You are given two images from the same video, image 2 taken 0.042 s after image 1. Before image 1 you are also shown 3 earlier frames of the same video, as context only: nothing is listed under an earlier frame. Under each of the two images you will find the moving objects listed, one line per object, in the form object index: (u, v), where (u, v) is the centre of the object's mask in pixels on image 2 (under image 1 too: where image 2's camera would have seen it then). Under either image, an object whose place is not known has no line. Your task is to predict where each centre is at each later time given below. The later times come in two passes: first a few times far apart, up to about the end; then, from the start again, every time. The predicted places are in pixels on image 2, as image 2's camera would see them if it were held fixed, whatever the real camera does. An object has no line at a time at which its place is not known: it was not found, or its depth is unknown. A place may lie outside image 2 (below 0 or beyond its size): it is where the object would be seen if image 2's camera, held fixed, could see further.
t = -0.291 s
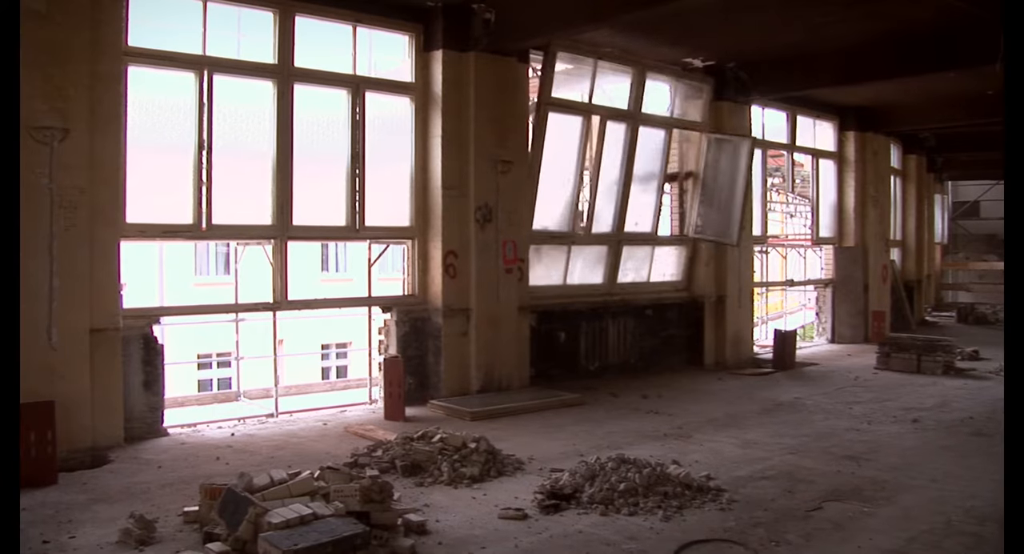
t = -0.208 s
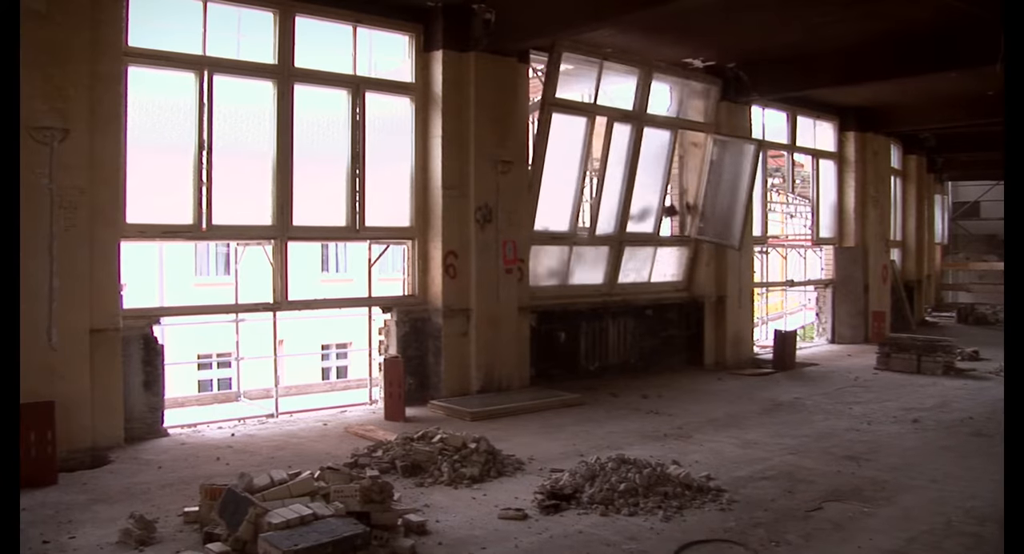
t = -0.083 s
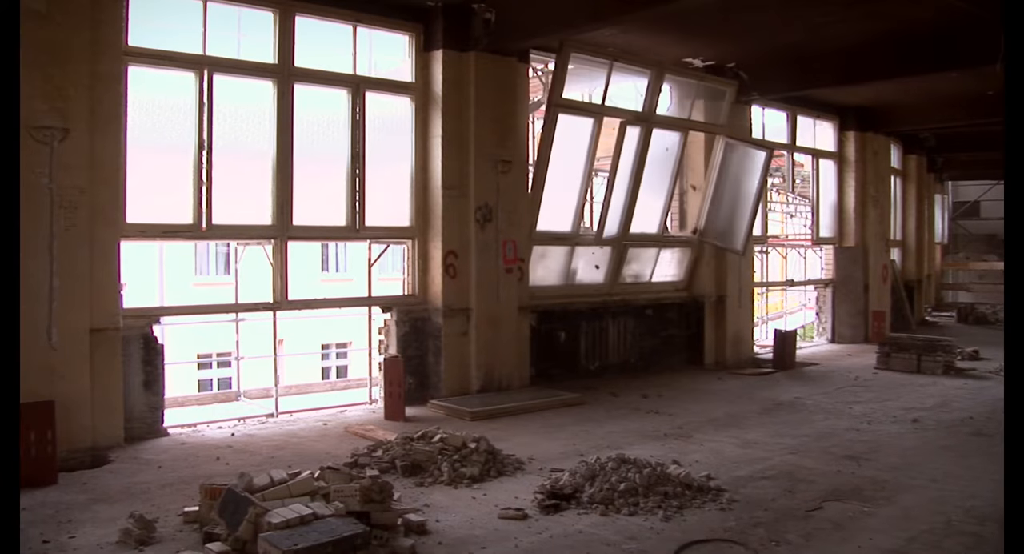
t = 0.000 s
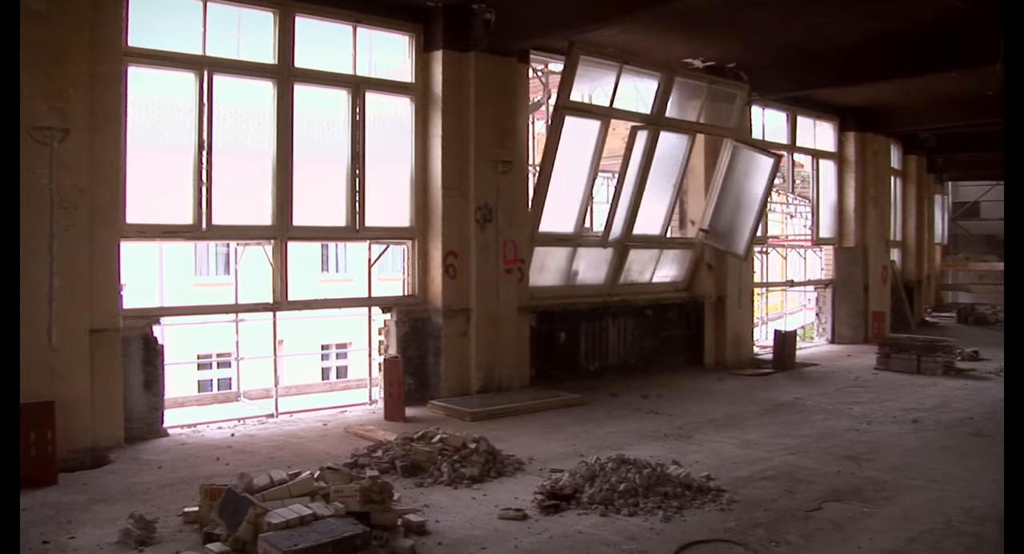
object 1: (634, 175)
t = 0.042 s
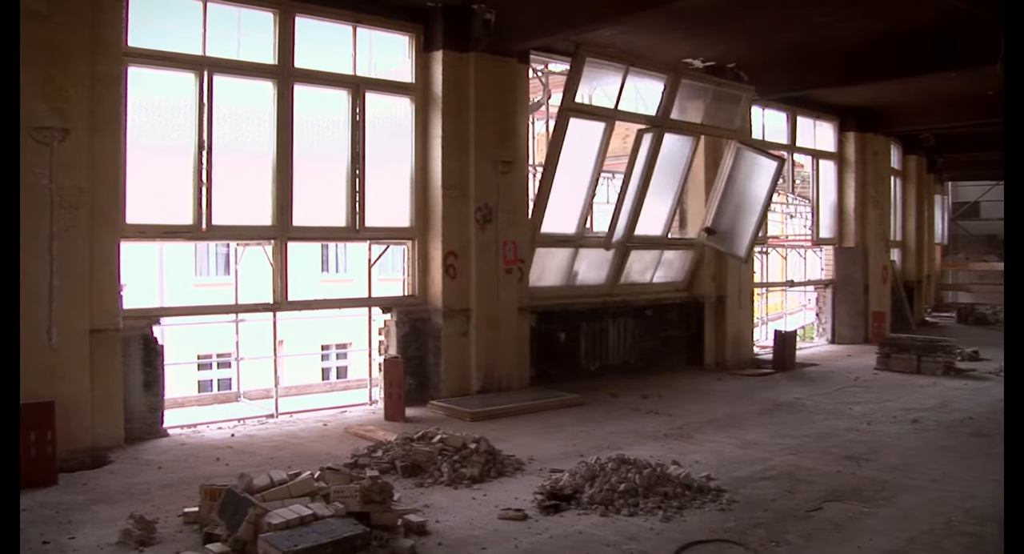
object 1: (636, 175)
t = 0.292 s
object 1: (646, 181)
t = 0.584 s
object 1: (715, 259)
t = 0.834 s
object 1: (724, 347)
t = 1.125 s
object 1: (688, 354)
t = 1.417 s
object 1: (759, 381)
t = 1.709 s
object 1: (751, 390)
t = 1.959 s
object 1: (747, 391)
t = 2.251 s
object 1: (742, 391)
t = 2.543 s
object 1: (739, 390)
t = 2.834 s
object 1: (737, 390)
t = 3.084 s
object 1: (737, 390)
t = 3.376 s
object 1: (738, 390)
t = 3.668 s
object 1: (737, 390)
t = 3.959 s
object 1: (736, 390)
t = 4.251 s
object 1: (733, 390)
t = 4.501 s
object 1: (733, 390)
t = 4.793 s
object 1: (732, 390)
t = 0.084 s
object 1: (637, 176)
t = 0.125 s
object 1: (639, 177)
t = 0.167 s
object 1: (640, 178)
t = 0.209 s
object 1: (642, 179)
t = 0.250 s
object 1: (644, 180)
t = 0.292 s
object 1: (646, 181)
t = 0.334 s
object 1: (650, 182)
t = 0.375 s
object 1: (653, 184)
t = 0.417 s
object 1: (655, 187)
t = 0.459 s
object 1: (656, 190)
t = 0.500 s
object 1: (657, 195)
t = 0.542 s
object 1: (709, 242)
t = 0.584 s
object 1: (715, 259)
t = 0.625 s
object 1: (722, 277)
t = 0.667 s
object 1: (729, 299)
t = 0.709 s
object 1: (737, 320)
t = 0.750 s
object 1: (728, 331)
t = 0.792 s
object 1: (716, 332)
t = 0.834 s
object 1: (724, 347)
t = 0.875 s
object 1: (715, 350)
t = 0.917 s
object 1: (705, 351)
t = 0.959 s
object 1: (697, 350)
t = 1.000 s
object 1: (694, 350)
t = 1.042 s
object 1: (696, 350)
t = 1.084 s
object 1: (693, 351)
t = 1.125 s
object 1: (688, 354)
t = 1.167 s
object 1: (750, 365)
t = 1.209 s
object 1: (759, 365)
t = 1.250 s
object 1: (761, 368)
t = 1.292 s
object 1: (763, 372)
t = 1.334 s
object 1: (757, 375)
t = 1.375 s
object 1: (757, 378)
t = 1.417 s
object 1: (759, 381)
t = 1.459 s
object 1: (758, 382)
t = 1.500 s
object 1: (753, 385)
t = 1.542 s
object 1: (753, 388)
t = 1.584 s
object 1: (755, 390)
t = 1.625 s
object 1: (750, 391)
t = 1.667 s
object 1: (745, 390)
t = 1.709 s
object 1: (751, 390)
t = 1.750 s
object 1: (748, 390)
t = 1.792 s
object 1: (748, 390)
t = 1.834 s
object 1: (746, 391)
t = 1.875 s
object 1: (744, 391)
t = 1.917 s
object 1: (744, 391)
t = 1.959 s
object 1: (747, 391)
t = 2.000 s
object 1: (748, 390)
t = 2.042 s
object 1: (748, 391)
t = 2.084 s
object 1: (747, 391)
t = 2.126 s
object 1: (739, 391)
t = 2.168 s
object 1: (740, 391)
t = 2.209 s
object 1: (741, 391)
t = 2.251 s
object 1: (742, 391)
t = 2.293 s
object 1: (741, 391)
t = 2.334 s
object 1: (739, 391)
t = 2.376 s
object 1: (739, 391)
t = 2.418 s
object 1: (740, 391)
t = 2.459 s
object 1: (739, 390)
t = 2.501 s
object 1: (739, 390)
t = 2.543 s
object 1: (739, 390)
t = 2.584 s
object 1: (739, 390)
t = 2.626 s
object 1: (738, 390)
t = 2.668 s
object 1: (738, 390)
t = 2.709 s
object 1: (738, 390)
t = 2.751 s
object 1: (738, 390)
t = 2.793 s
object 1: (737, 391)
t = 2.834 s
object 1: (737, 390)
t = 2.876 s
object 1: (737, 390)
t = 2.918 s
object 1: (738, 390)
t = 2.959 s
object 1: (737, 390)
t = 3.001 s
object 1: (738, 390)
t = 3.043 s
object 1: (737, 390)
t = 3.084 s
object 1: (737, 390)
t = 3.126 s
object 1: (737, 390)
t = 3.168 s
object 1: (738, 390)
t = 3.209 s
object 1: (737, 390)
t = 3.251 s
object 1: (738, 390)
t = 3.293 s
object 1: (737, 390)
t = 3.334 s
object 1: (738, 390)
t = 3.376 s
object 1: (738, 390)
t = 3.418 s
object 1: (738, 390)
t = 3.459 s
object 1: (738, 390)
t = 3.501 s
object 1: (738, 390)
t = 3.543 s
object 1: (737, 390)
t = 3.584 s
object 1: (738, 390)
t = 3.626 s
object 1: (737, 390)
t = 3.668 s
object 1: (737, 390)
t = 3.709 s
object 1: (738, 390)
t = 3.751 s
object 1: (737, 390)
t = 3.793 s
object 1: (737, 390)
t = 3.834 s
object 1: (736, 390)
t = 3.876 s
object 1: (736, 390)
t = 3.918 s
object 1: (735, 390)
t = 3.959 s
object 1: (736, 390)
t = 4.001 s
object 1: (735, 390)
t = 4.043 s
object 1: (734, 390)
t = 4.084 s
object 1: (733, 390)
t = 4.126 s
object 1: (732, 390)
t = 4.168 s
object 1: (733, 390)
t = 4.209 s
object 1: (733, 390)
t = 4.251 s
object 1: (733, 390)
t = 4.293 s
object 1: (732, 390)
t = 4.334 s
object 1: (733, 390)
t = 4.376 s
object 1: (733, 390)
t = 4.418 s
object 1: (733, 390)
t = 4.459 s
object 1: (732, 390)
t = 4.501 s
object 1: (733, 390)
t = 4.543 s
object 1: (732, 390)
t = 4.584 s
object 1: (733, 390)
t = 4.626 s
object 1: (733, 390)
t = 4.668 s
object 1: (733, 390)
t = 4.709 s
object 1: (733, 390)
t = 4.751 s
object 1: (733, 390)
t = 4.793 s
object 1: (732, 390)
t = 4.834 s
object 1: (732, 390)
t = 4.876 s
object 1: (732, 390)
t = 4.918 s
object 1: (734, 390)
